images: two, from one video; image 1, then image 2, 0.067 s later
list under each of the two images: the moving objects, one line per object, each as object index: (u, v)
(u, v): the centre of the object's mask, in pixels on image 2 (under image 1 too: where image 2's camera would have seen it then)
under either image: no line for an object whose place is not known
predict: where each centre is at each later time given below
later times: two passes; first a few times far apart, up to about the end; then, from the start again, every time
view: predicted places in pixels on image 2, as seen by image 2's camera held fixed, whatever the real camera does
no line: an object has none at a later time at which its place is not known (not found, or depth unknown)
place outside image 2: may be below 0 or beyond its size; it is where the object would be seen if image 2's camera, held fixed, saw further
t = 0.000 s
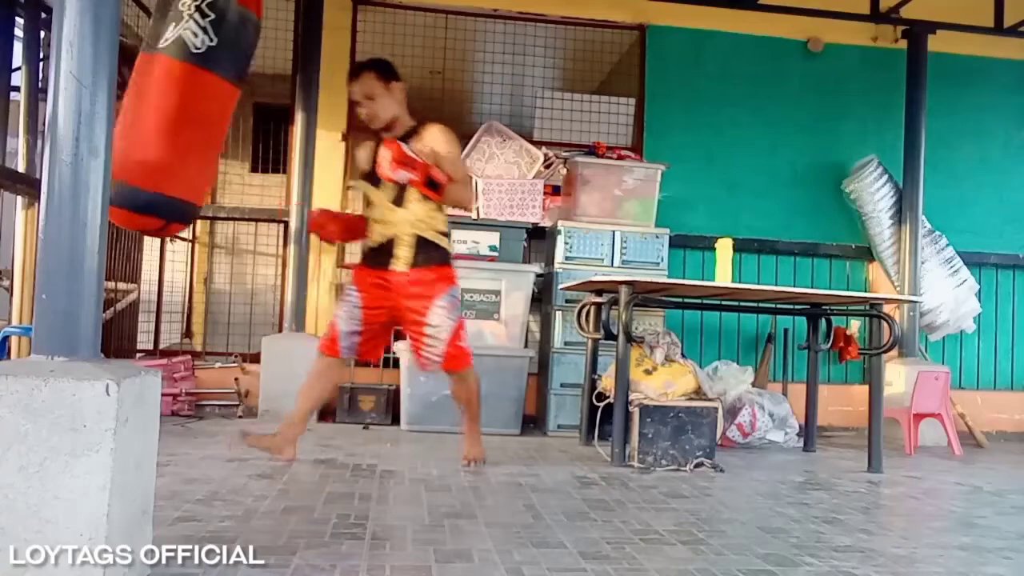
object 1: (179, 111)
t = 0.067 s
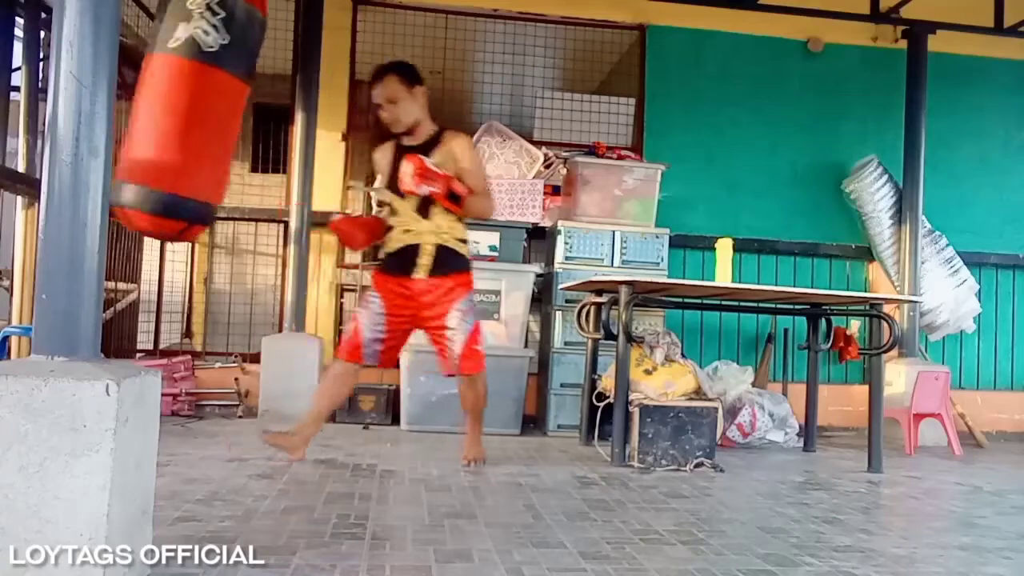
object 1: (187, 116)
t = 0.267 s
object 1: (234, 118)
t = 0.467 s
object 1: (287, 115)
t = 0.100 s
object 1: (194, 117)
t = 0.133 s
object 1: (200, 117)
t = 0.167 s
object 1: (207, 117)
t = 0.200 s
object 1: (216, 117)
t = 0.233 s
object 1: (224, 117)
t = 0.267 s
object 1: (234, 118)
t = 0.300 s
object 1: (242, 118)
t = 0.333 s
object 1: (251, 118)
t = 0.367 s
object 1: (260, 117)
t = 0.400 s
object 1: (270, 116)
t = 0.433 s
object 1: (278, 115)
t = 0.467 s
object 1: (287, 115)
